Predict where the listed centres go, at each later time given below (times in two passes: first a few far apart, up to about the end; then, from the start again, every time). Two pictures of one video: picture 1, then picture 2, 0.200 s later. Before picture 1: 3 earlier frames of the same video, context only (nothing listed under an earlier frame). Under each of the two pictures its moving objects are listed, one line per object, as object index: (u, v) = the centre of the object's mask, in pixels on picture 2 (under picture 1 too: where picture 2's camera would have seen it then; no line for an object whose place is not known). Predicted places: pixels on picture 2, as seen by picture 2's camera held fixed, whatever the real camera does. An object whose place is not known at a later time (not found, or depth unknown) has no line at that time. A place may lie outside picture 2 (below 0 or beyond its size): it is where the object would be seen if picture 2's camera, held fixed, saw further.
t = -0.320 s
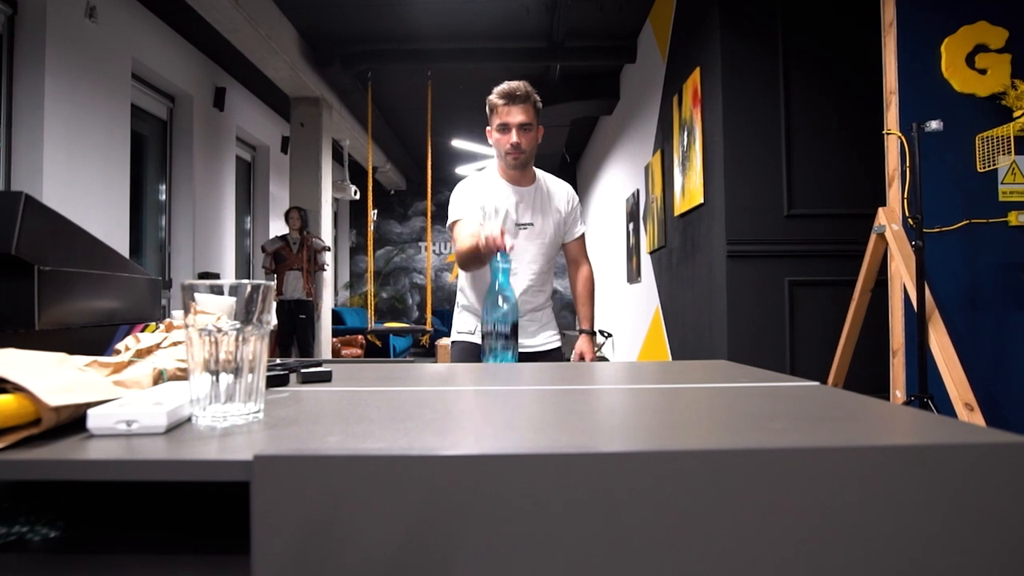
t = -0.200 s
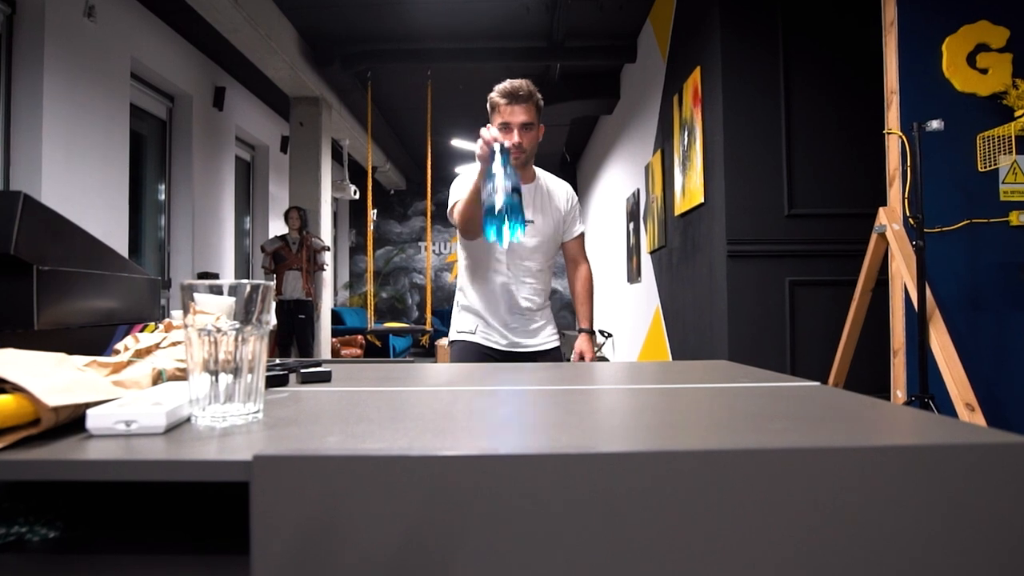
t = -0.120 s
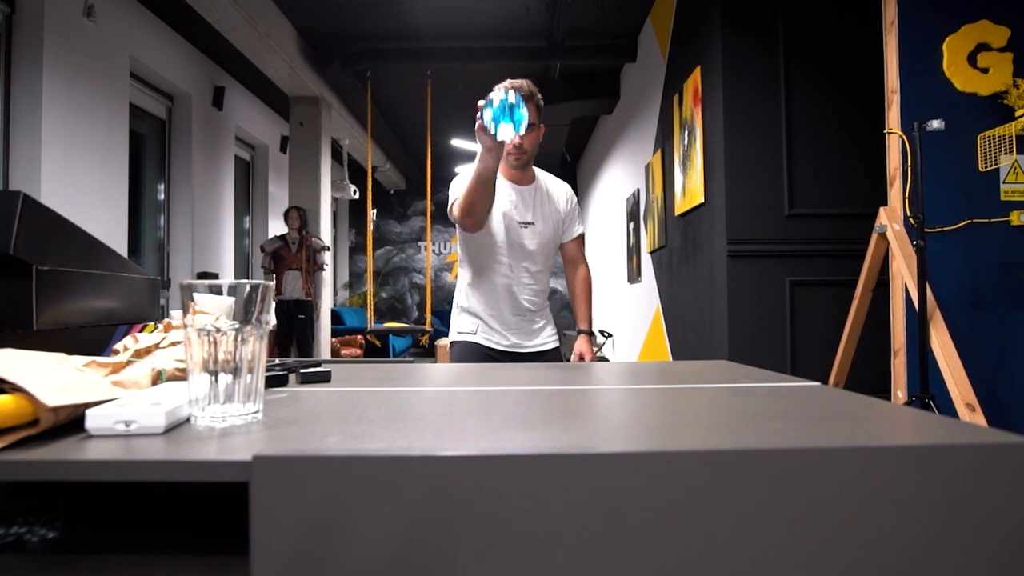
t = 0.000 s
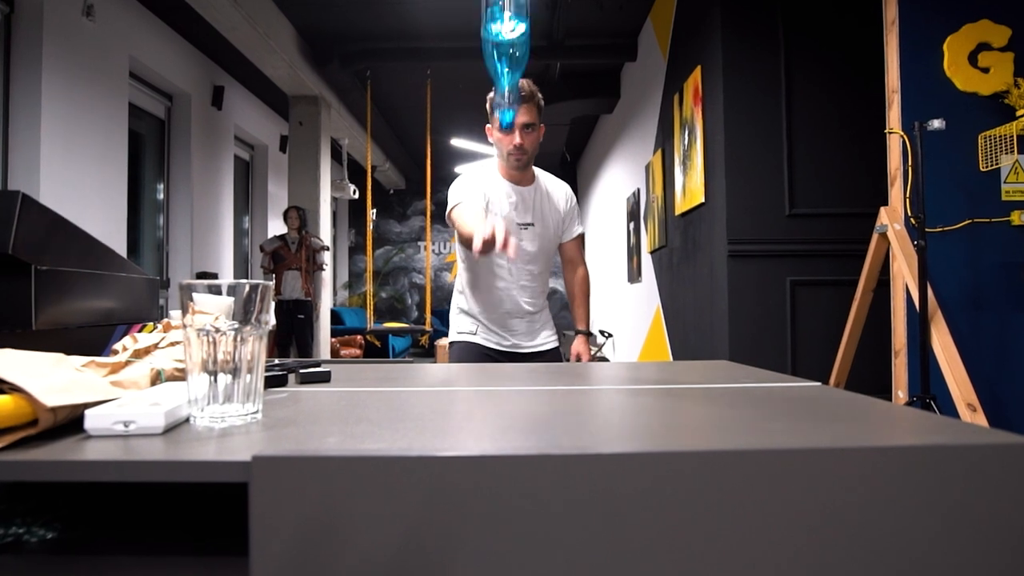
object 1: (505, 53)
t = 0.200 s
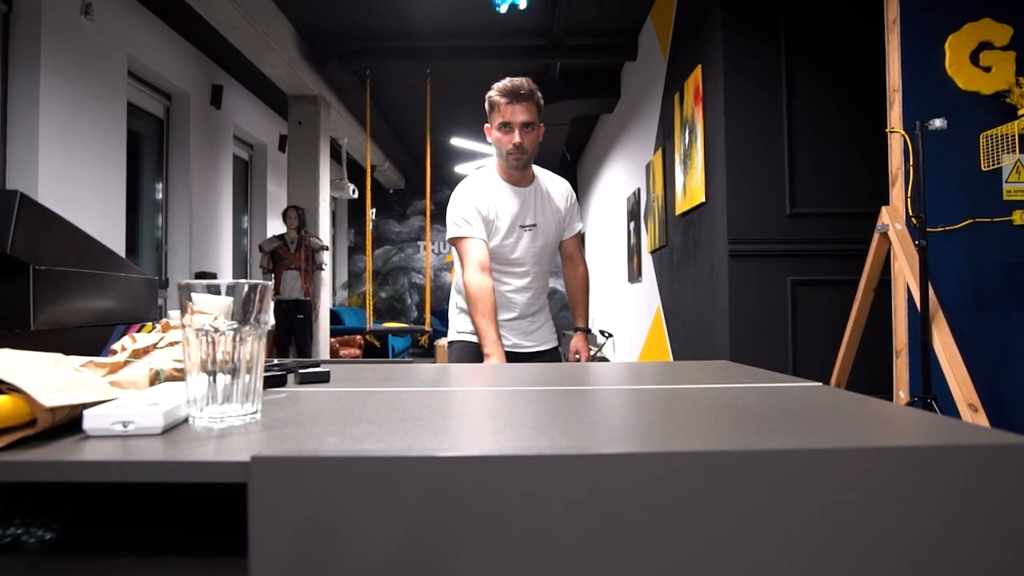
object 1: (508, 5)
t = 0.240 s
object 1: (509, 14)
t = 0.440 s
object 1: (523, 208)
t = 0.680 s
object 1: (569, 271)
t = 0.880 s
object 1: (615, 376)
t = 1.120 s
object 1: (627, 378)
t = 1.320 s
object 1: (629, 378)
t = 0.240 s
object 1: (509, 14)
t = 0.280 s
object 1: (511, 30)
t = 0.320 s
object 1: (514, 50)
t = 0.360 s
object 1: (517, 80)
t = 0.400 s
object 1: (520, 127)
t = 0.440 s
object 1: (523, 208)
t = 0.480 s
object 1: (526, 272)
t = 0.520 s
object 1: (533, 269)
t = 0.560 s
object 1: (538, 267)
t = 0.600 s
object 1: (547, 266)
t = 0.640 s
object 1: (557, 267)
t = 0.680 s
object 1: (569, 271)
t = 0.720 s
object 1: (581, 290)
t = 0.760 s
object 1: (599, 324)
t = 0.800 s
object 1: (607, 373)
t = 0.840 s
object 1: (612, 376)
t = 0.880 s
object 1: (615, 376)
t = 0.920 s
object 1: (613, 372)
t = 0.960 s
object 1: (615, 373)
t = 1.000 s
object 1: (619, 374)
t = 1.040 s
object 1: (622, 377)
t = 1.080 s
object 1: (625, 378)
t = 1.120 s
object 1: (627, 378)
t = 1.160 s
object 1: (627, 378)
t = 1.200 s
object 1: (628, 378)
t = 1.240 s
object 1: (628, 378)
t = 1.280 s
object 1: (628, 378)
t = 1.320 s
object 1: (629, 378)
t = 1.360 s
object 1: (630, 378)
